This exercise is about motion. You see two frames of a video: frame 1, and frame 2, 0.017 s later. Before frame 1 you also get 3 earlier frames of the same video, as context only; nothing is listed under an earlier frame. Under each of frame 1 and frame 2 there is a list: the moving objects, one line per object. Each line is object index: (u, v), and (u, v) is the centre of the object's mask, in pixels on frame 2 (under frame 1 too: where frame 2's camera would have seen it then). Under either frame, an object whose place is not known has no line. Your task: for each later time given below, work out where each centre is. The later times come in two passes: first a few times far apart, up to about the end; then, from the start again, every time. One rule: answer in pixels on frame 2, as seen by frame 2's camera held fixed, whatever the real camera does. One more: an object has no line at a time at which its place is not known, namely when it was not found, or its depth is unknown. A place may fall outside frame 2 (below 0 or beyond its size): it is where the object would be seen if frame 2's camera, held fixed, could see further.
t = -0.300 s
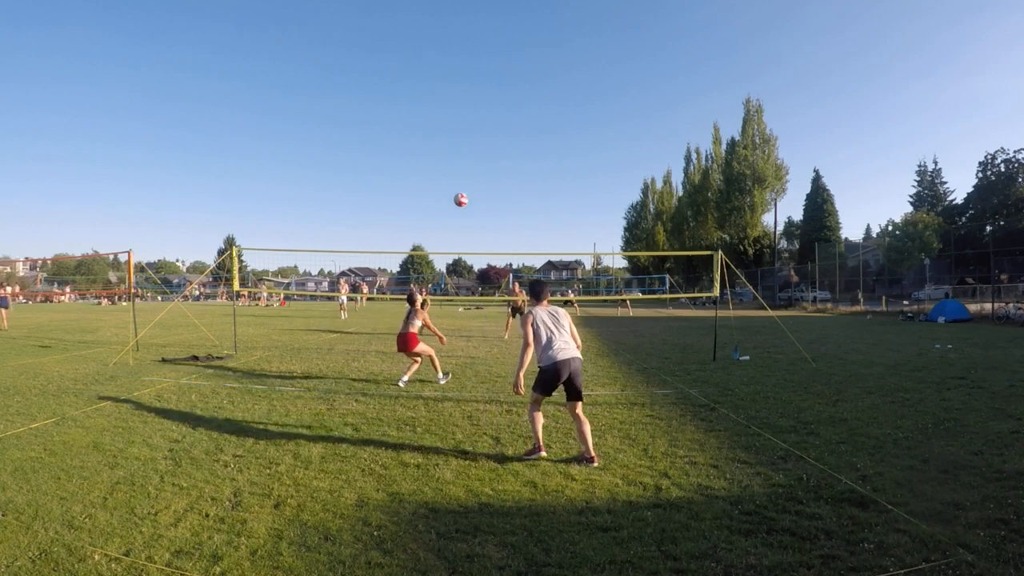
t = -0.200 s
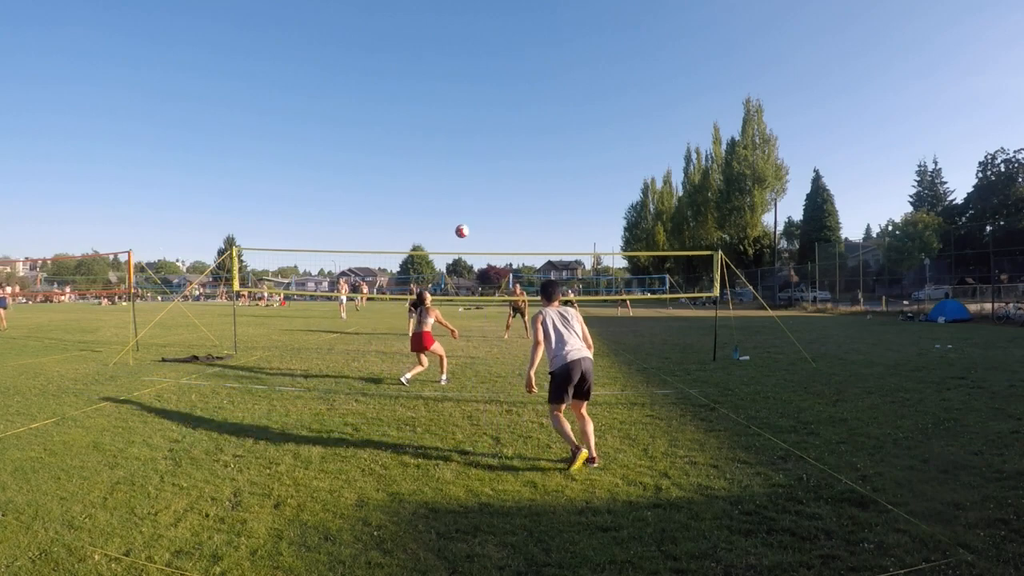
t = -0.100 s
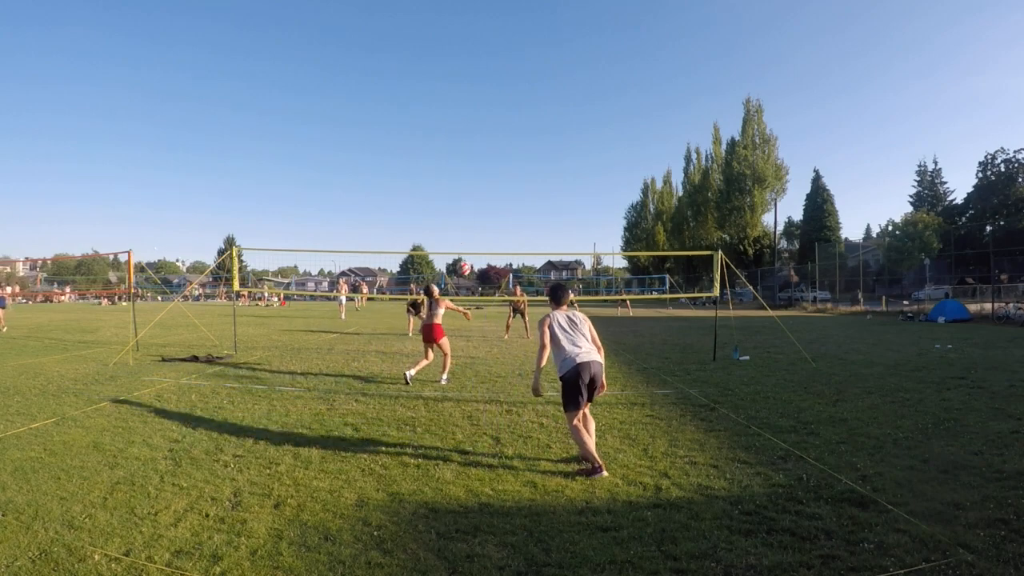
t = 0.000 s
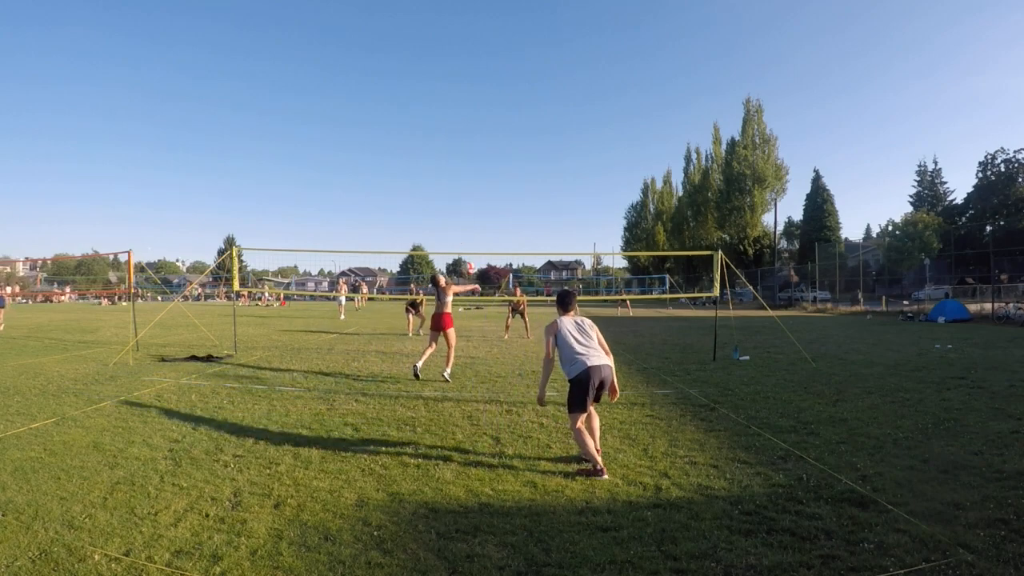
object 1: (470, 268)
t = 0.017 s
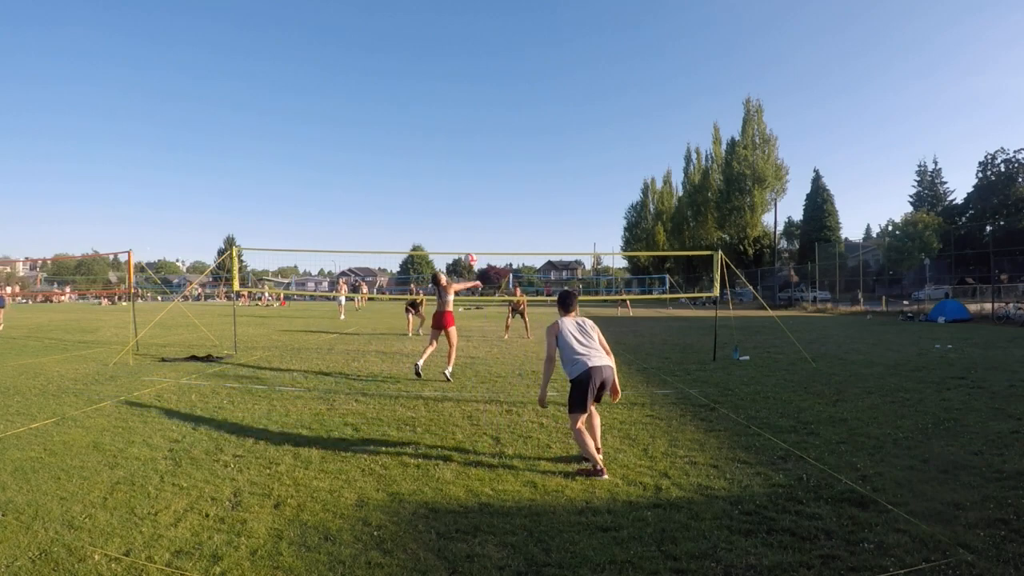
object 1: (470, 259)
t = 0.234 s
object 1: (493, 166)
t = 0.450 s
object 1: (515, 105)
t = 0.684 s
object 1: (538, 72)
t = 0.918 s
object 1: (563, 70)
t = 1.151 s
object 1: (589, 98)
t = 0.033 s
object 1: (472, 251)
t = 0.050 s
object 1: (474, 243)
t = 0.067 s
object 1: (475, 235)
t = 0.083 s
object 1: (477, 228)
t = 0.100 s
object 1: (478, 220)
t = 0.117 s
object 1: (481, 212)
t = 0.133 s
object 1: (482, 205)
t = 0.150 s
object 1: (484, 198)
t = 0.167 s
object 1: (486, 192)
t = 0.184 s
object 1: (488, 185)
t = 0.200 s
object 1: (490, 178)
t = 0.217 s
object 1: (491, 172)
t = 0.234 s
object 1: (493, 166)
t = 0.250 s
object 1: (495, 160)
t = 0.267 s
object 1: (496, 155)
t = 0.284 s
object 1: (498, 149)
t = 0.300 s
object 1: (500, 144)
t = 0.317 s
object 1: (502, 139)
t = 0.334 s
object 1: (503, 134)
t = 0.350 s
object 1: (505, 130)
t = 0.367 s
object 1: (507, 125)
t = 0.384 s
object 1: (508, 121)
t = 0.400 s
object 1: (510, 116)
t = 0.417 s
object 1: (512, 113)
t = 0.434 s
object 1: (513, 109)
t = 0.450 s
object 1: (515, 105)
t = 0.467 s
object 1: (517, 102)
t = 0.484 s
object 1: (518, 99)
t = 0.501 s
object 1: (520, 96)
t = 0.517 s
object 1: (522, 93)
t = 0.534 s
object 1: (523, 89)
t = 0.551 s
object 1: (525, 87)
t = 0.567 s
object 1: (527, 85)
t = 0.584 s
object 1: (529, 83)
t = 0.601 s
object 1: (530, 80)
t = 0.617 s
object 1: (532, 78)
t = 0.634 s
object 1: (533, 77)
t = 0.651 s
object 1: (535, 75)
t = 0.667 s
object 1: (537, 73)
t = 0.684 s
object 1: (538, 72)
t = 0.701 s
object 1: (540, 71)
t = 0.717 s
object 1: (542, 70)
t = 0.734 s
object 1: (544, 69)
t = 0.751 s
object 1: (545, 68)
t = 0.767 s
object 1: (547, 68)
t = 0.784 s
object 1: (549, 67)
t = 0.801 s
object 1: (550, 67)
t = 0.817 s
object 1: (552, 67)
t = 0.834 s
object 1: (554, 67)
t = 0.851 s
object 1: (556, 67)
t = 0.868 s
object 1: (557, 67)
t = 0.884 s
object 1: (559, 68)
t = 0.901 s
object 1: (561, 69)
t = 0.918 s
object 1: (563, 70)
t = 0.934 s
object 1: (565, 70)
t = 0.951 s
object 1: (566, 72)
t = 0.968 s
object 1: (568, 73)
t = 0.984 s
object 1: (570, 74)
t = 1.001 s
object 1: (572, 76)
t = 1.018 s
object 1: (574, 78)
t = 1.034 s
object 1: (576, 80)
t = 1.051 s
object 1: (578, 82)
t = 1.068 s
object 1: (580, 84)
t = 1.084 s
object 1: (582, 86)
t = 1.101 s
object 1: (583, 89)
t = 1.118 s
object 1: (585, 92)
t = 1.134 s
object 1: (587, 95)
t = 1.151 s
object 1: (589, 98)
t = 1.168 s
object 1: (591, 102)
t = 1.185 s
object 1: (593, 105)
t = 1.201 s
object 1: (595, 109)
